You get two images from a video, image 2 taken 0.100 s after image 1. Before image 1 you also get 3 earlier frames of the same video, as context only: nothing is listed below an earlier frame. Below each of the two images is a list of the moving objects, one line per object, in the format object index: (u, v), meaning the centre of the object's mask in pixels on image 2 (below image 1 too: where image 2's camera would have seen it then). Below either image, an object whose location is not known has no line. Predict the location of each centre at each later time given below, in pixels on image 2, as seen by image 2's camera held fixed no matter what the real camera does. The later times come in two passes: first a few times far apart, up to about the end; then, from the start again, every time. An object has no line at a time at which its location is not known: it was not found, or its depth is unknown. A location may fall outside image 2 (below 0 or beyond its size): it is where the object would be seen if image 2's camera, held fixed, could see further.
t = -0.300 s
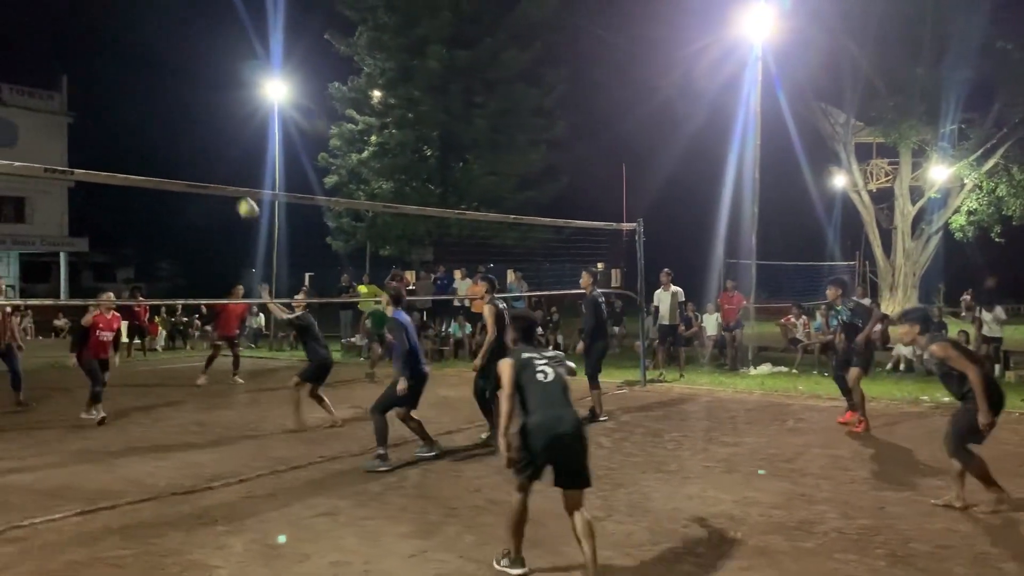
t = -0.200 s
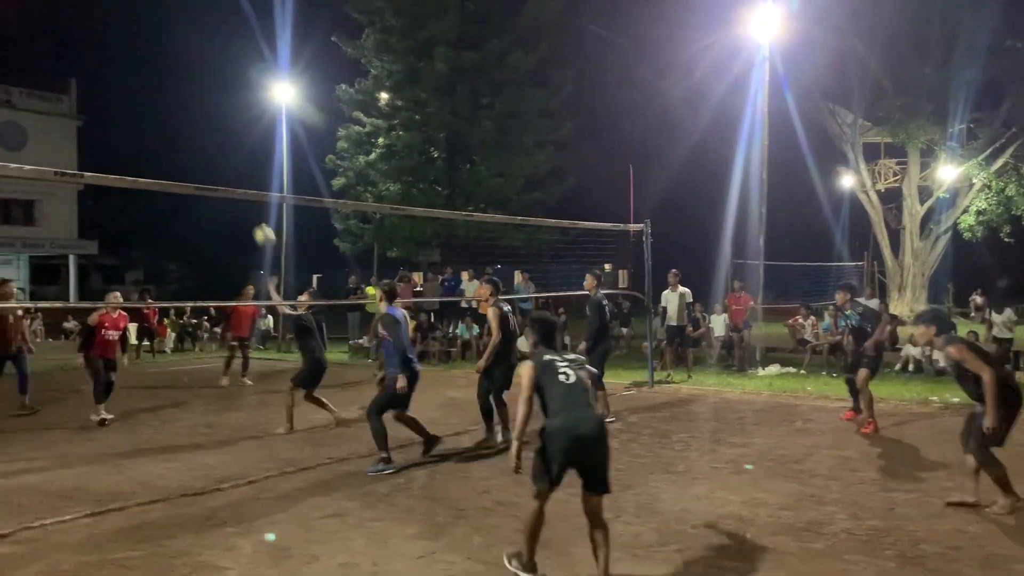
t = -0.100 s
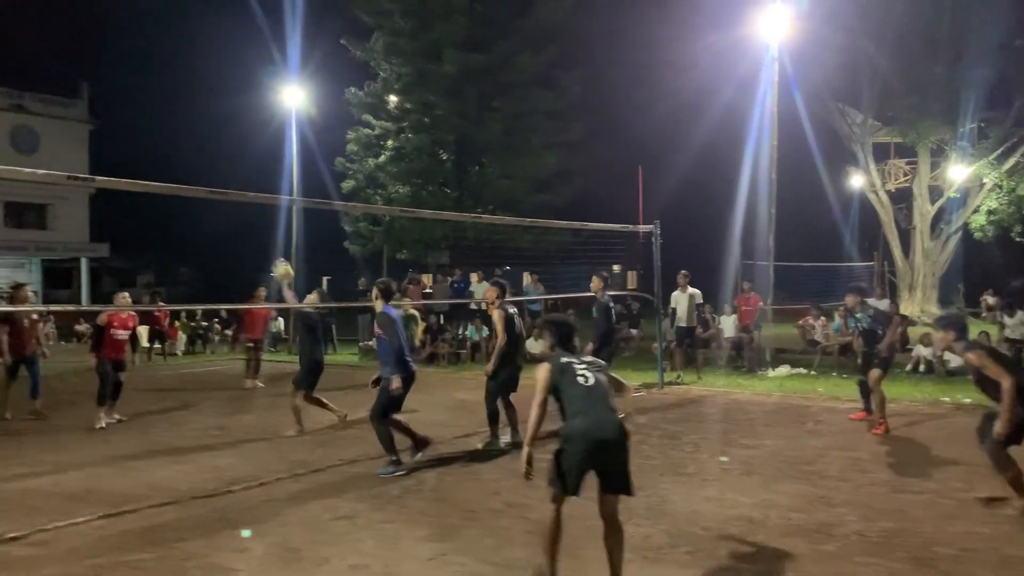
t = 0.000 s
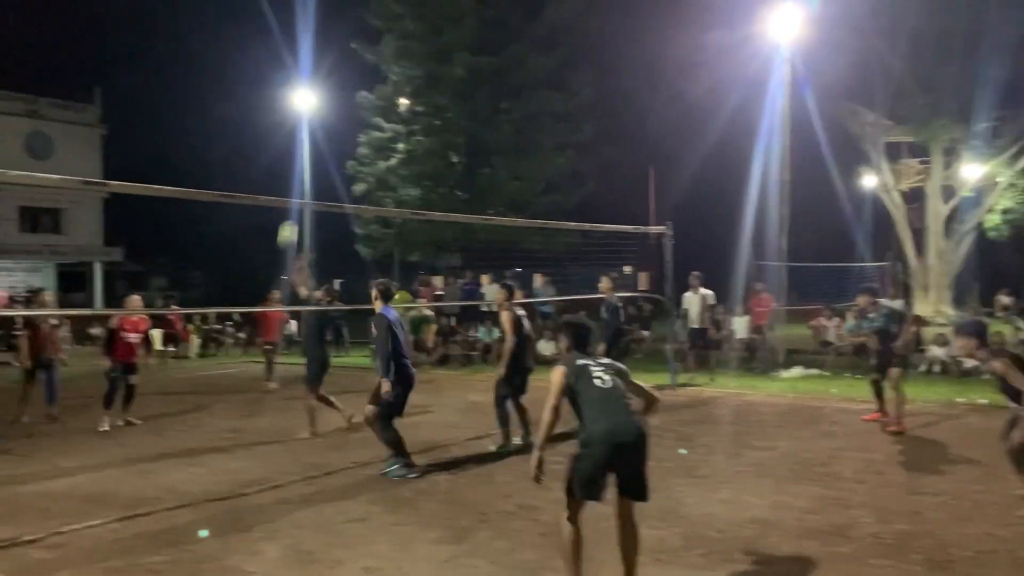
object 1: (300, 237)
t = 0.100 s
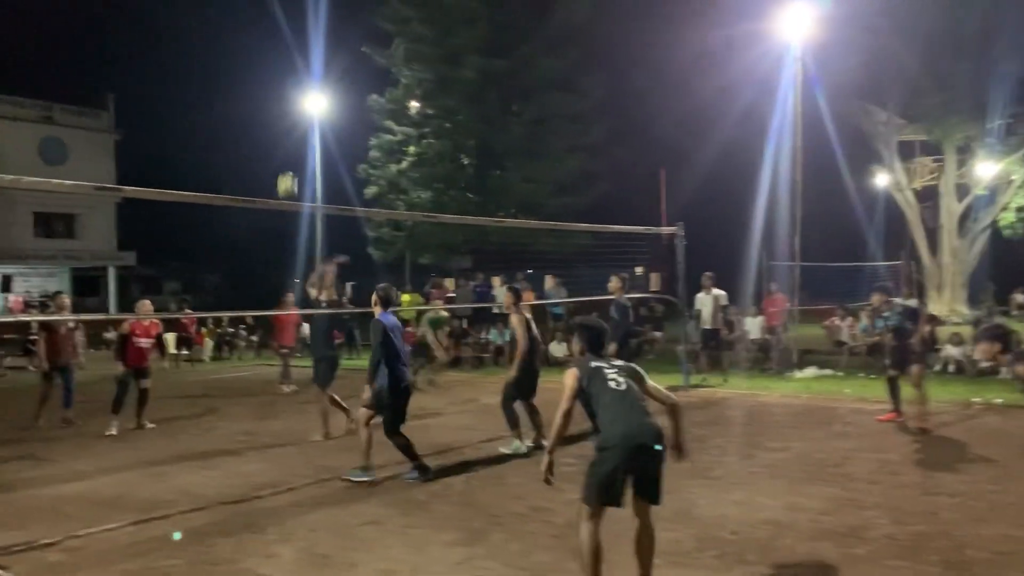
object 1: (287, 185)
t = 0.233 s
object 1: (270, 127)
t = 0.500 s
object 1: (232, 58)
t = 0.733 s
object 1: (198, 51)
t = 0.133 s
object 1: (283, 170)
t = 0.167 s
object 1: (279, 154)
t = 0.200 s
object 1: (274, 140)
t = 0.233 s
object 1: (270, 127)
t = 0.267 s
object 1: (265, 115)
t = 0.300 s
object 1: (261, 104)
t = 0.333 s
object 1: (255, 93)
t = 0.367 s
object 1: (251, 85)
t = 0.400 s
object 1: (246, 76)
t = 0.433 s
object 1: (241, 69)
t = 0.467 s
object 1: (236, 63)
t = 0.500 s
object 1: (232, 58)
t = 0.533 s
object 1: (227, 53)
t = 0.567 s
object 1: (222, 51)
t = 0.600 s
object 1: (218, 49)
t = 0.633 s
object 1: (212, 47)
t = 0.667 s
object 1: (208, 47)
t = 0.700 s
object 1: (203, 48)
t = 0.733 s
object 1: (198, 51)
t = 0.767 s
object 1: (193, 54)
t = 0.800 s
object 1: (189, 58)
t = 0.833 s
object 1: (184, 63)
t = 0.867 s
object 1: (179, 71)
